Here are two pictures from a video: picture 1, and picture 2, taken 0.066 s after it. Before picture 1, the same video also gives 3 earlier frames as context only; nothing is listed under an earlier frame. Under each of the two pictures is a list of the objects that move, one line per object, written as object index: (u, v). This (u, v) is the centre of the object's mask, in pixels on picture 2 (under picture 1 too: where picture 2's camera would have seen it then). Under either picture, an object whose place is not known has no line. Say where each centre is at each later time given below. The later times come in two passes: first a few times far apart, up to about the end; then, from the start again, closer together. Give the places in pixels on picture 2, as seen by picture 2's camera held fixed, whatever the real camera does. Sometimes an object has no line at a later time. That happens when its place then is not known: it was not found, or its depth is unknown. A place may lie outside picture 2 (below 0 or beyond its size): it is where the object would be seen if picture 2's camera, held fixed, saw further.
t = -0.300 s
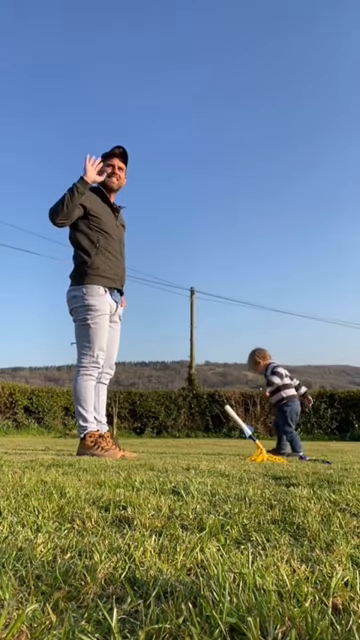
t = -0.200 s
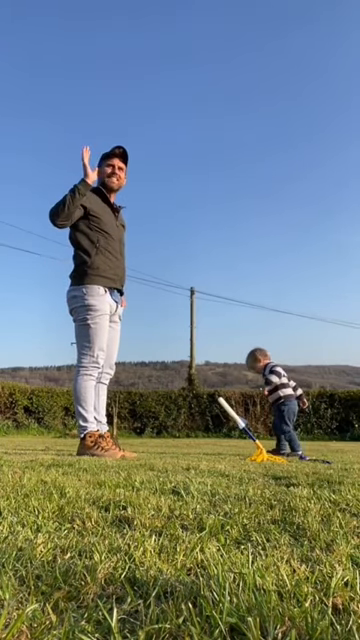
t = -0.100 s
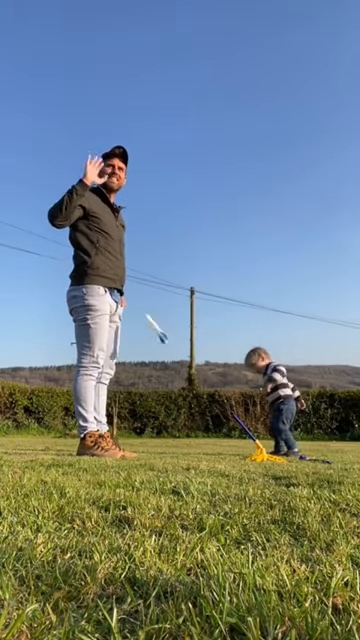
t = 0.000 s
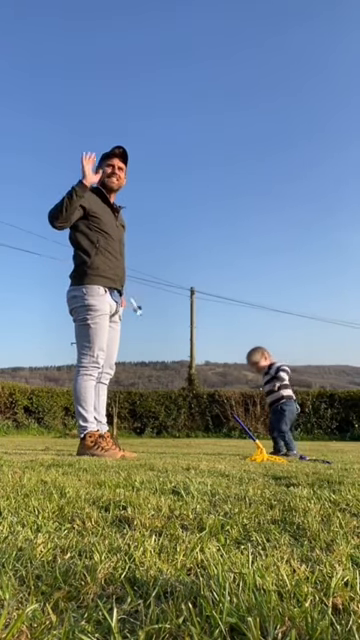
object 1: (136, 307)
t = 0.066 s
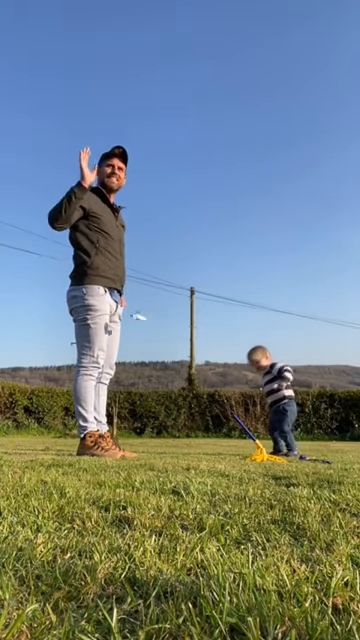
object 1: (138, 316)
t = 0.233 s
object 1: (153, 370)
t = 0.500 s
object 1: (178, 454)
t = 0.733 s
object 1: (180, 456)
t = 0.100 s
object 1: (142, 325)
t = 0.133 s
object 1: (144, 333)
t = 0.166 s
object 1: (146, 344)
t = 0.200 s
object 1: (149, 356)
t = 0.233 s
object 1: (153, 370)
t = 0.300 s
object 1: (162, 403)
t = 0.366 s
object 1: (172, 443)
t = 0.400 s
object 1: (176, 452)
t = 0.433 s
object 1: (176, 454)
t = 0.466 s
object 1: (177, 454)
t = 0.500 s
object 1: (178, 454)
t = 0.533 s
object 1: (179, 454)
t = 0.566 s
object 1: (180, 456)
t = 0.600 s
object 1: (180, 456)
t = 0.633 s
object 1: (180, 456)
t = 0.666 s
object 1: (180, 456)
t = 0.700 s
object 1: (180, 456)
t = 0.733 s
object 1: (180, 456)
